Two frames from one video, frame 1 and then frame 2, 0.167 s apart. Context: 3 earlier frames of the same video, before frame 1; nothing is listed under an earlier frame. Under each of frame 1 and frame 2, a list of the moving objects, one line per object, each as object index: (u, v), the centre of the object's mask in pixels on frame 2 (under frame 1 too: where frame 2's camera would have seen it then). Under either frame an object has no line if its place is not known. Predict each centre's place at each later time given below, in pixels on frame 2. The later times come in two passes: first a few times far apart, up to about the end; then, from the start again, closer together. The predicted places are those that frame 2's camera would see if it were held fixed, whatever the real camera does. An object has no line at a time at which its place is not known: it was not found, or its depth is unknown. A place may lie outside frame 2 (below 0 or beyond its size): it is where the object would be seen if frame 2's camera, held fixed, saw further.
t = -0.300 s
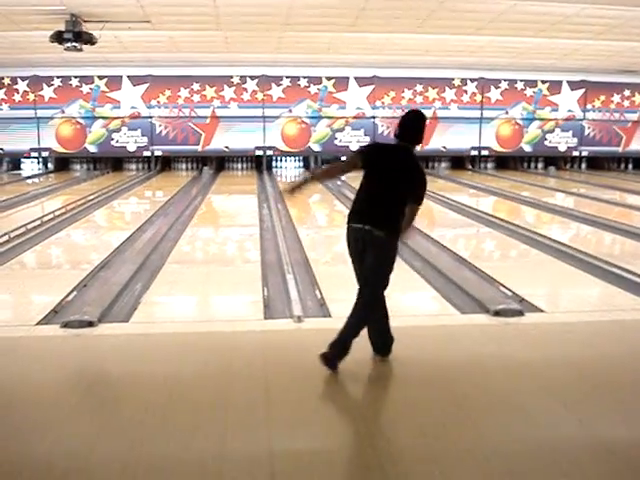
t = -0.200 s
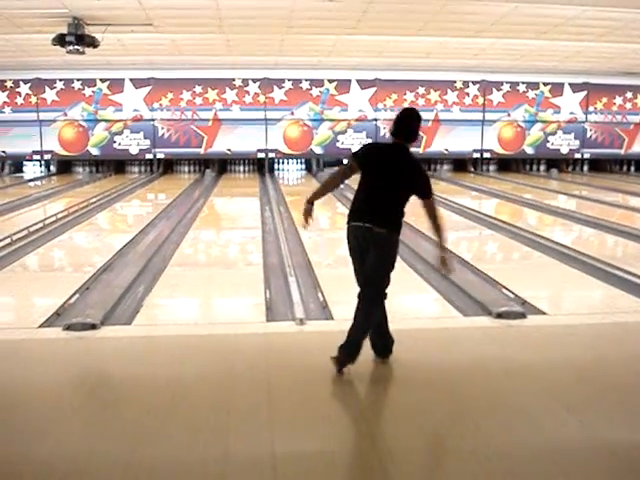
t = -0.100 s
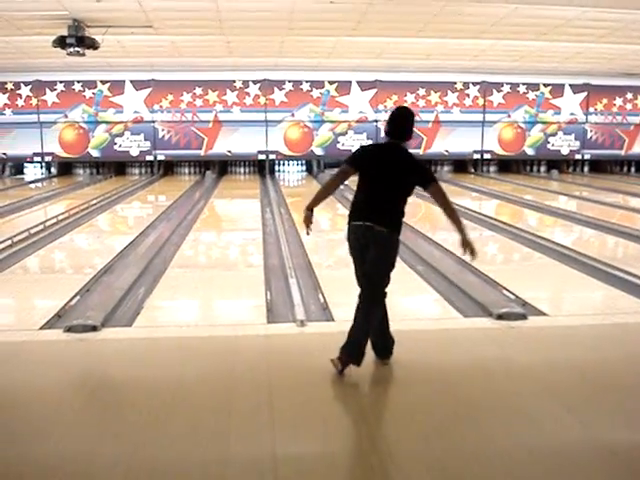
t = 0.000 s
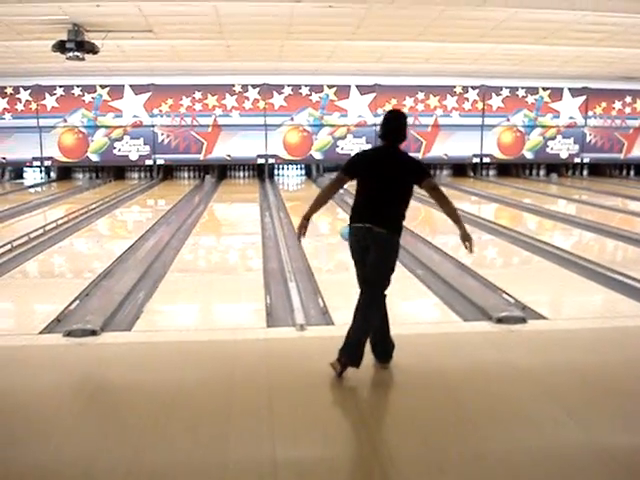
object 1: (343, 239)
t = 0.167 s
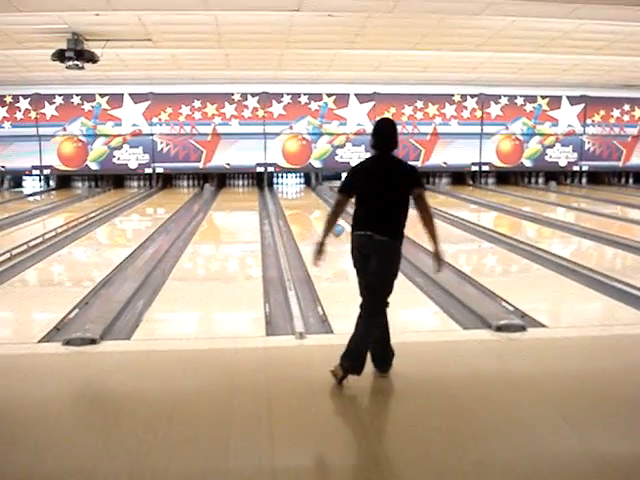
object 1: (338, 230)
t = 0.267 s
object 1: (333, 223)
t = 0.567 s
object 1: (326, 210)
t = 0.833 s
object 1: (320, 204)
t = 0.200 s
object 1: (341, 229)
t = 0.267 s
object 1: (333, 223)
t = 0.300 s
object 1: (332, 221)
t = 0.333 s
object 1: (331, 219)
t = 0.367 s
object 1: (331, 217)
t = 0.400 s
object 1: (330, 216)
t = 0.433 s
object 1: (329, 214)
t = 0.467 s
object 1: (328, 213)
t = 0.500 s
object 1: (328, 212)
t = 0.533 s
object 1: (327, 211)
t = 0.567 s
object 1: (326, 210)
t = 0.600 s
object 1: (325, 208)
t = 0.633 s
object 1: (323, 207)
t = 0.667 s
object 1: (323, 207)
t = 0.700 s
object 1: (322, 207)
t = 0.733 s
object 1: (321, 206)
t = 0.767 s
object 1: (321, 206)
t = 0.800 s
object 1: (320, 205)
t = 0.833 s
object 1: (320, 204)
